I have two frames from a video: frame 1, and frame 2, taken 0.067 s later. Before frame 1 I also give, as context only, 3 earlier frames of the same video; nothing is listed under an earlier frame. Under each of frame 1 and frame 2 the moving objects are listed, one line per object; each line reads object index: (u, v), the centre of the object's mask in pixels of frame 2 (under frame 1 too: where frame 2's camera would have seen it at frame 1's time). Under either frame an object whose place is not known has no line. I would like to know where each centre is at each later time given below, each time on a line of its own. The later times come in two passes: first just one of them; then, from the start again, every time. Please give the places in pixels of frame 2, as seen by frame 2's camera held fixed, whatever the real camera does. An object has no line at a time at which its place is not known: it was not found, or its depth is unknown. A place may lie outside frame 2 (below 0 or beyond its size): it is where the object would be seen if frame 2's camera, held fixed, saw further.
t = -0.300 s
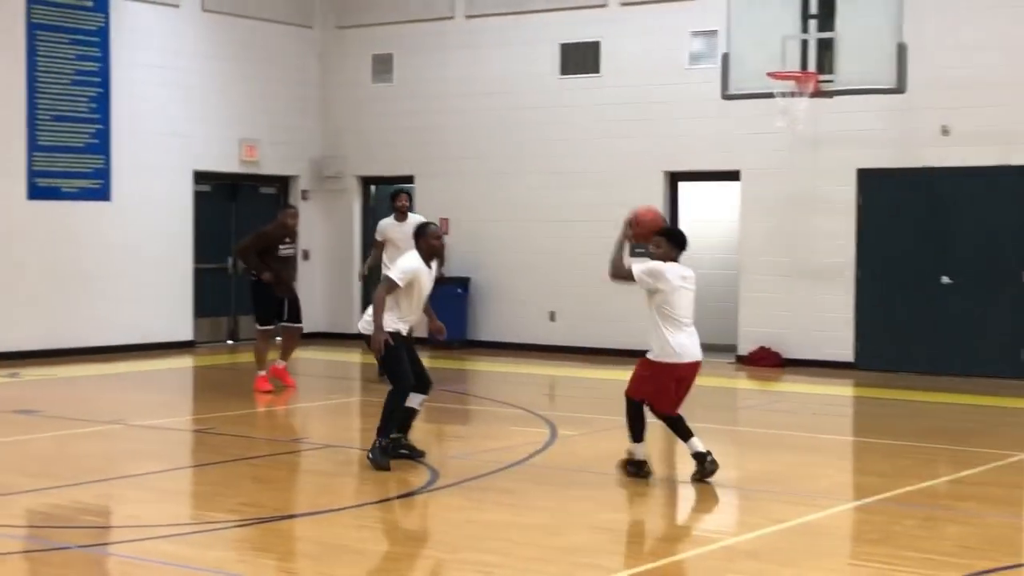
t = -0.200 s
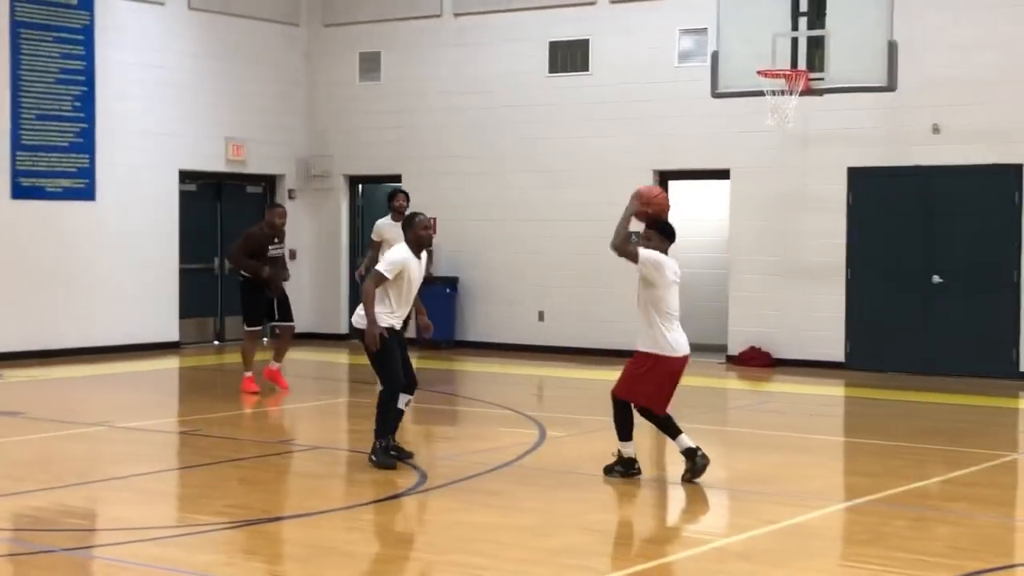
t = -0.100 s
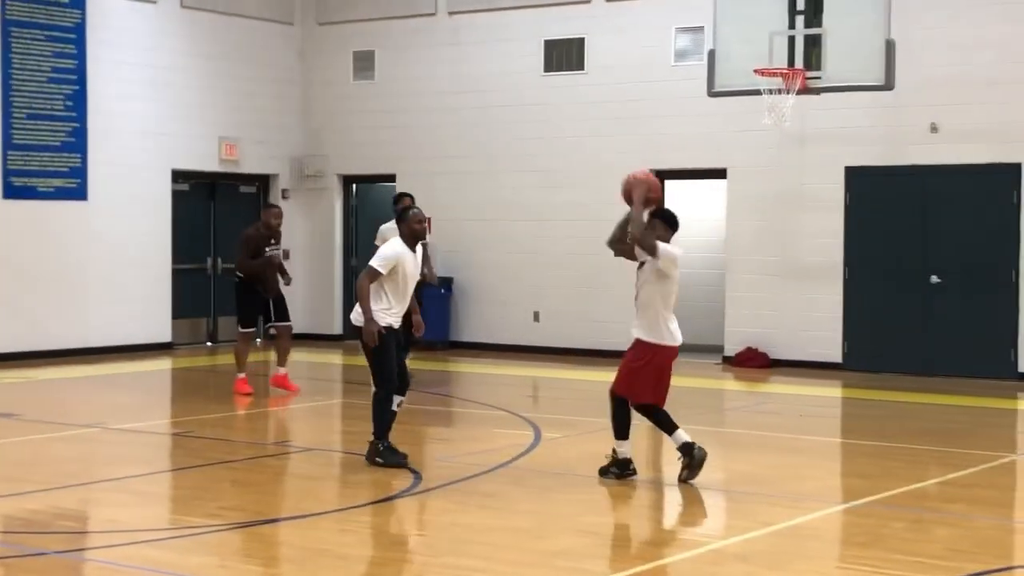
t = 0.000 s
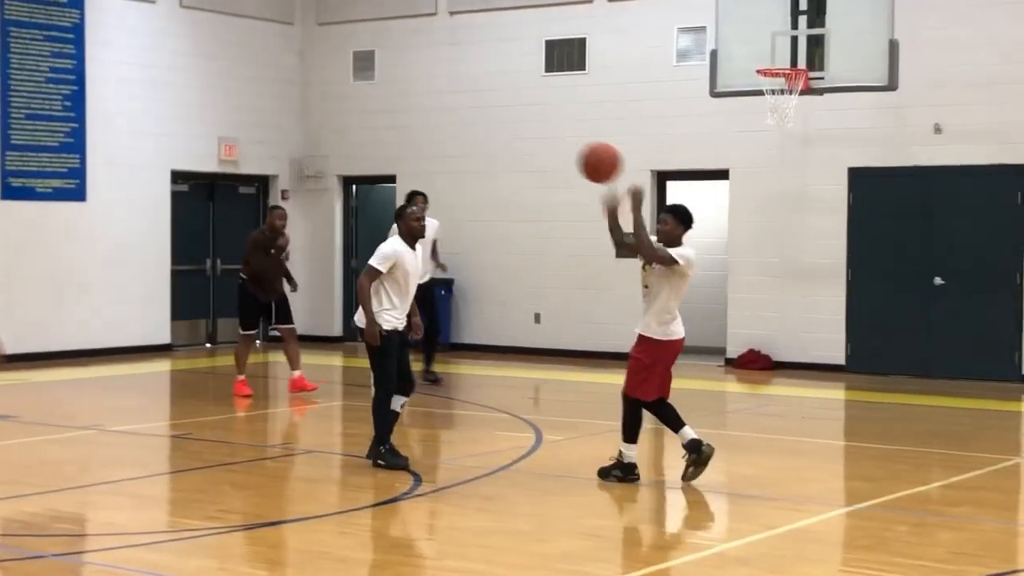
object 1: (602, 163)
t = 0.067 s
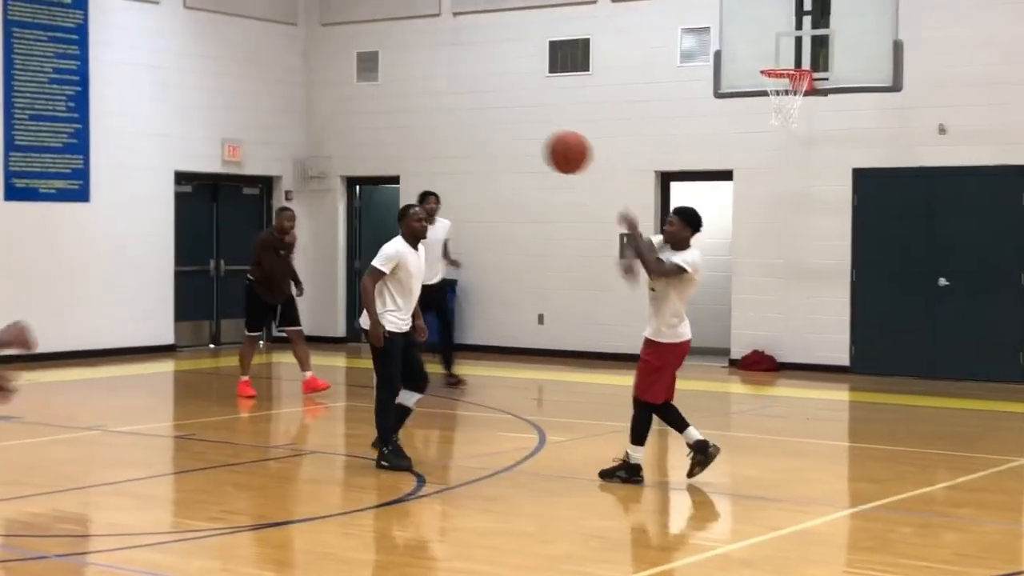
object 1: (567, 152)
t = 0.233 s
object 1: (459, 156)
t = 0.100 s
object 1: (547, 148)
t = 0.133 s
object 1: (527, 148)
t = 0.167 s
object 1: (505, 149)
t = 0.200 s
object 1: (482, 152)
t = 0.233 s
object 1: (459, 156)
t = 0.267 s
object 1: (432, 164)
